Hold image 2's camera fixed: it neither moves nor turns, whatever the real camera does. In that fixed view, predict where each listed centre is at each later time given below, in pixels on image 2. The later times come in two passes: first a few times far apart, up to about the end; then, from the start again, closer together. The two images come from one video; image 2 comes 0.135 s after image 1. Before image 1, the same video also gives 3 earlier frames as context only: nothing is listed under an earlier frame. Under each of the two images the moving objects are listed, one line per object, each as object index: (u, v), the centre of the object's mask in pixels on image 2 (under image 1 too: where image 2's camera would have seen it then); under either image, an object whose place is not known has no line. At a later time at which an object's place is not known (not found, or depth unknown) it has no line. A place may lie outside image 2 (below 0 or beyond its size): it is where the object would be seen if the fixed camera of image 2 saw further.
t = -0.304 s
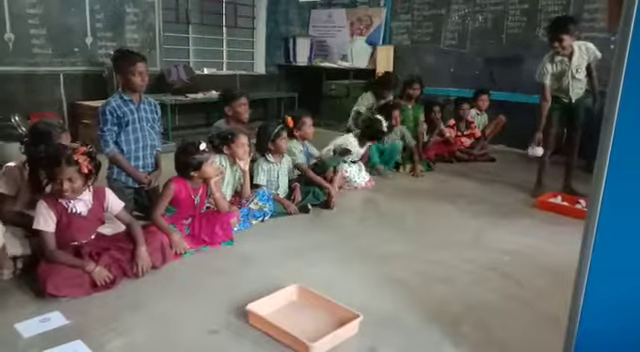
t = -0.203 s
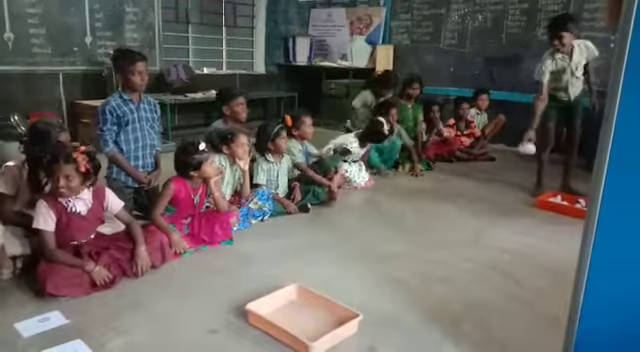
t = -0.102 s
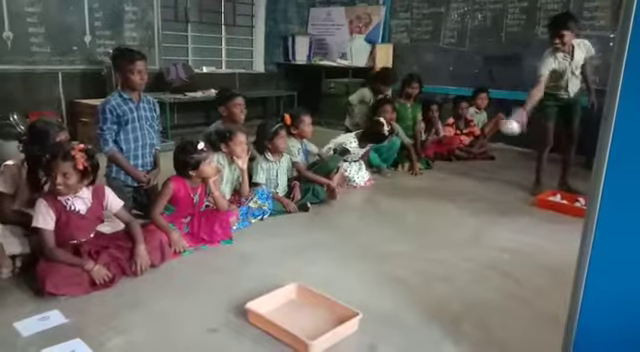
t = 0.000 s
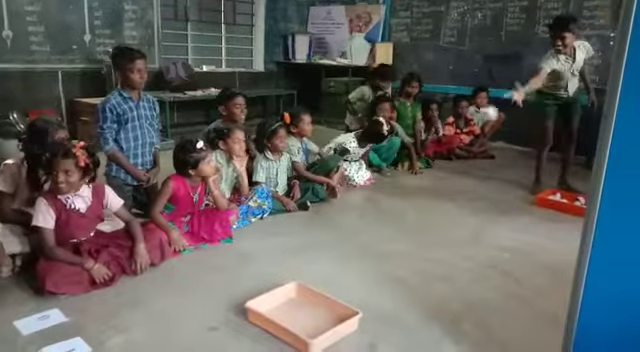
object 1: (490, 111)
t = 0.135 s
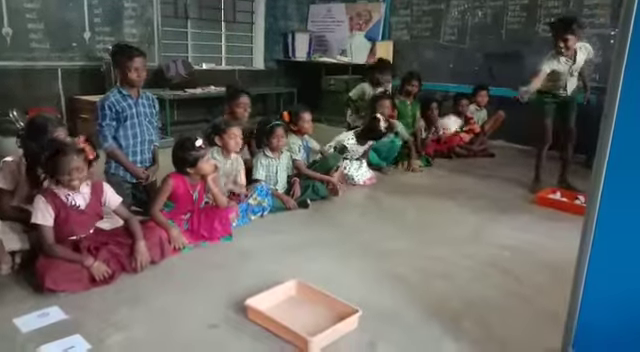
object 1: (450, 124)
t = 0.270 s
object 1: (398, 182)
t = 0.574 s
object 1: (390, 274)
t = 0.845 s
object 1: (432, 258)
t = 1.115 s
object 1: (463, 248)
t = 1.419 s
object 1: (484, 239)
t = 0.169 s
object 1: (437, 135)
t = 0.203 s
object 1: (425, 148)
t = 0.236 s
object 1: (413, 163)
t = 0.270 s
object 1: (398, 182)
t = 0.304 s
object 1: (386, 205)
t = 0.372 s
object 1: (356, 261)
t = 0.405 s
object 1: (344, 286)
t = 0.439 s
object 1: (350, 288)
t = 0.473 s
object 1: (363, 284)
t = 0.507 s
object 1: (373, 285)
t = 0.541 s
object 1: (383, 279)
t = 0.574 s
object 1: (390, 274)
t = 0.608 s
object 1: (397, 272)
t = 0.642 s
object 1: (402, 271)
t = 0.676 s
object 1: (409, 271)
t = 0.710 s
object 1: (413, 267)
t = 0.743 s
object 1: (419, 263)
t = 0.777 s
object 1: (423, 262)
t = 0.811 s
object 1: (428, 261)
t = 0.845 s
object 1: (432, 258)
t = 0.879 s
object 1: (438, 255)
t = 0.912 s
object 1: (441, 255)
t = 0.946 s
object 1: (448, 251)
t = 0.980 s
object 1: (452, 250)
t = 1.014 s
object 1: (455, 249)
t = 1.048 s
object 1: (457, 248)
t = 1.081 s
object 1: (462, 246)
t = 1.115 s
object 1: (463, 248)
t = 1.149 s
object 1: (466, 248)
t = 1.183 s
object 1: (469, 245)
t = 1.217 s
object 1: (472, 244)
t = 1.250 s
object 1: (474, 244)
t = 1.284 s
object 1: (475, 242)
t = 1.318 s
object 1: (477, 241)
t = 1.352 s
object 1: (480, 240)
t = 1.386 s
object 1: (483, 240)
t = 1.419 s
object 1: (484, 239)
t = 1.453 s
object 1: (485, 238)
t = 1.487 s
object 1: (486, 238)
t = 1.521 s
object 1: (486, 237)
